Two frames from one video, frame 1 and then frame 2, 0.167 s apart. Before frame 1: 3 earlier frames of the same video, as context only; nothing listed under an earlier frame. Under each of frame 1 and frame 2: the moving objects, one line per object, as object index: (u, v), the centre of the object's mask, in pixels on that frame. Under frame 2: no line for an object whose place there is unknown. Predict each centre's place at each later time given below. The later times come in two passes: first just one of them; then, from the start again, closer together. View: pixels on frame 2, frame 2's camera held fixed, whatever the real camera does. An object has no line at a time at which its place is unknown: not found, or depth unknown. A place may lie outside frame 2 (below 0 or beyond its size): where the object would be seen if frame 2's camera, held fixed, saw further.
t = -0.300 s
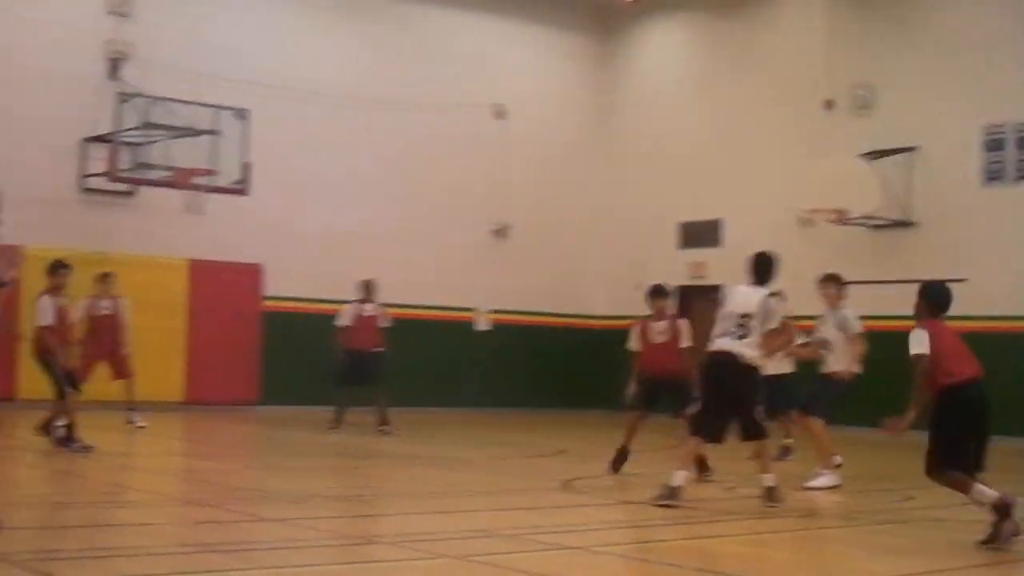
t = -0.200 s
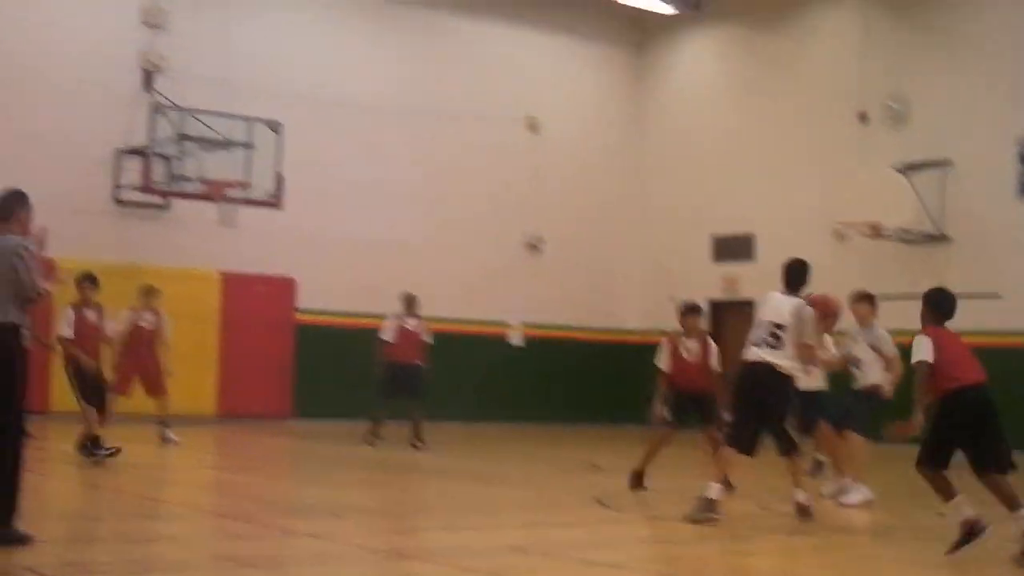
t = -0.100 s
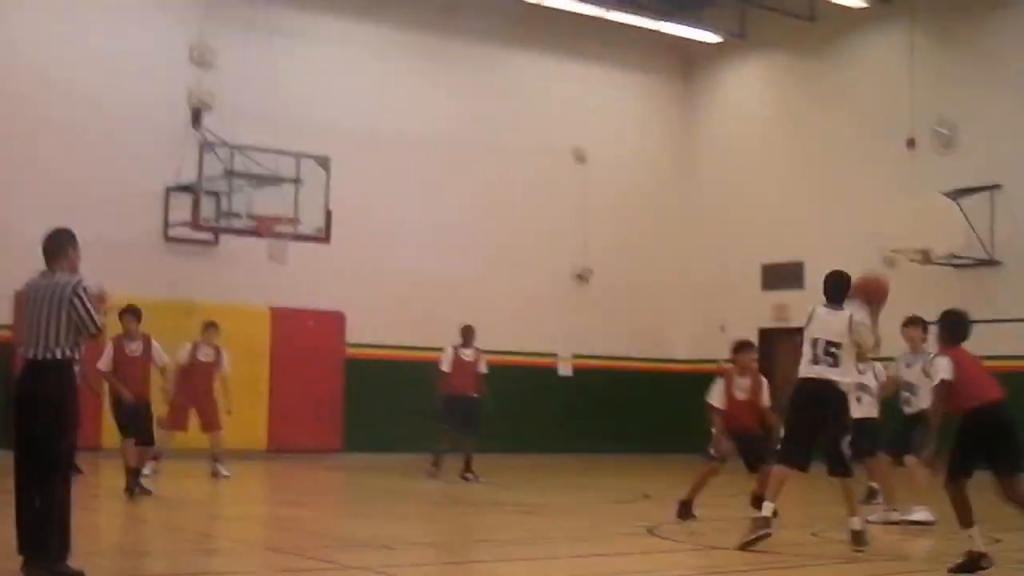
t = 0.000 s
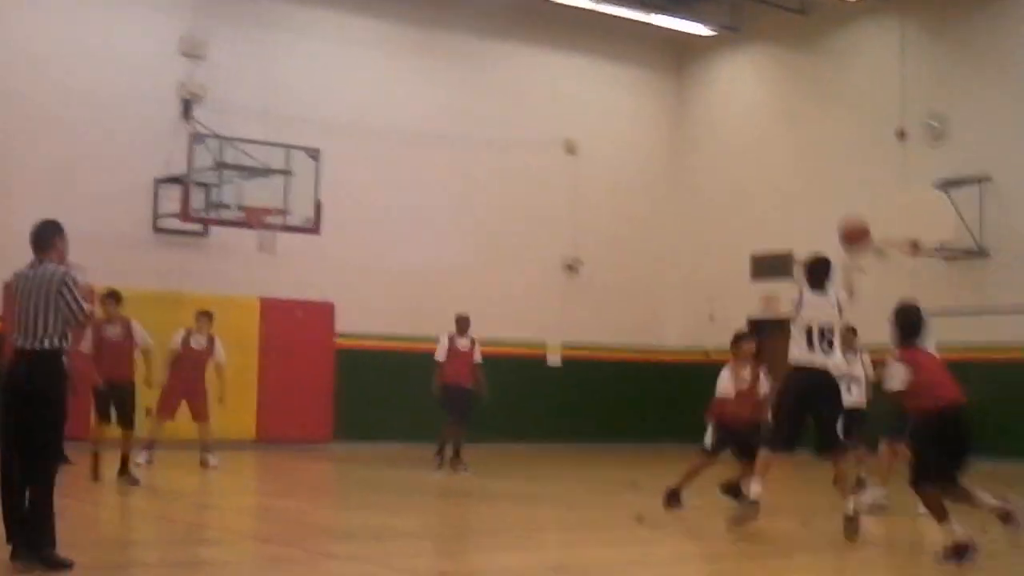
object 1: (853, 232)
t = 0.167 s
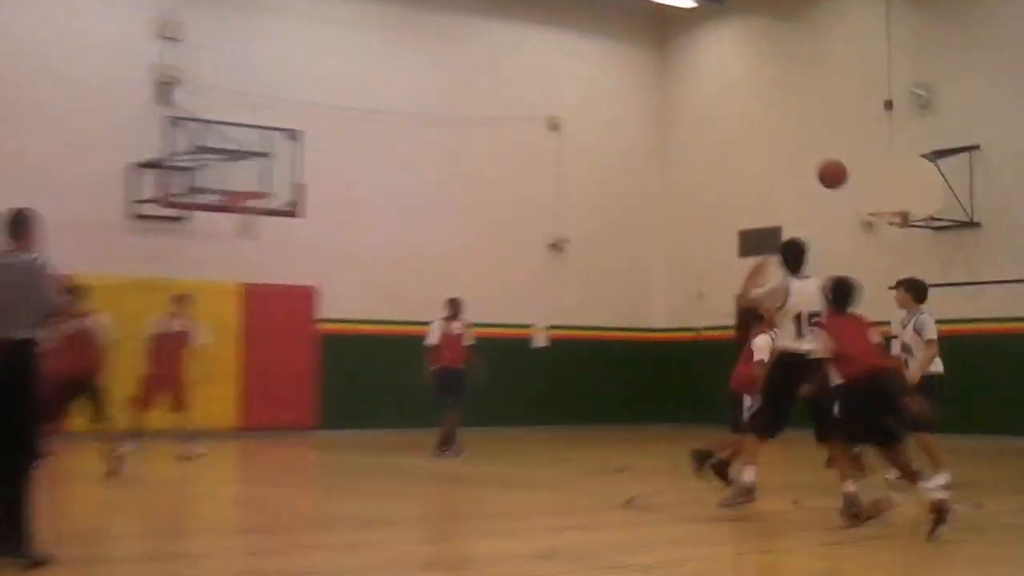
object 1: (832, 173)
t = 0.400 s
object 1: (814, 187)
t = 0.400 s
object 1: (814, 187)
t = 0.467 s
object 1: (813, 199)
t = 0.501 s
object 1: (813, 208)
